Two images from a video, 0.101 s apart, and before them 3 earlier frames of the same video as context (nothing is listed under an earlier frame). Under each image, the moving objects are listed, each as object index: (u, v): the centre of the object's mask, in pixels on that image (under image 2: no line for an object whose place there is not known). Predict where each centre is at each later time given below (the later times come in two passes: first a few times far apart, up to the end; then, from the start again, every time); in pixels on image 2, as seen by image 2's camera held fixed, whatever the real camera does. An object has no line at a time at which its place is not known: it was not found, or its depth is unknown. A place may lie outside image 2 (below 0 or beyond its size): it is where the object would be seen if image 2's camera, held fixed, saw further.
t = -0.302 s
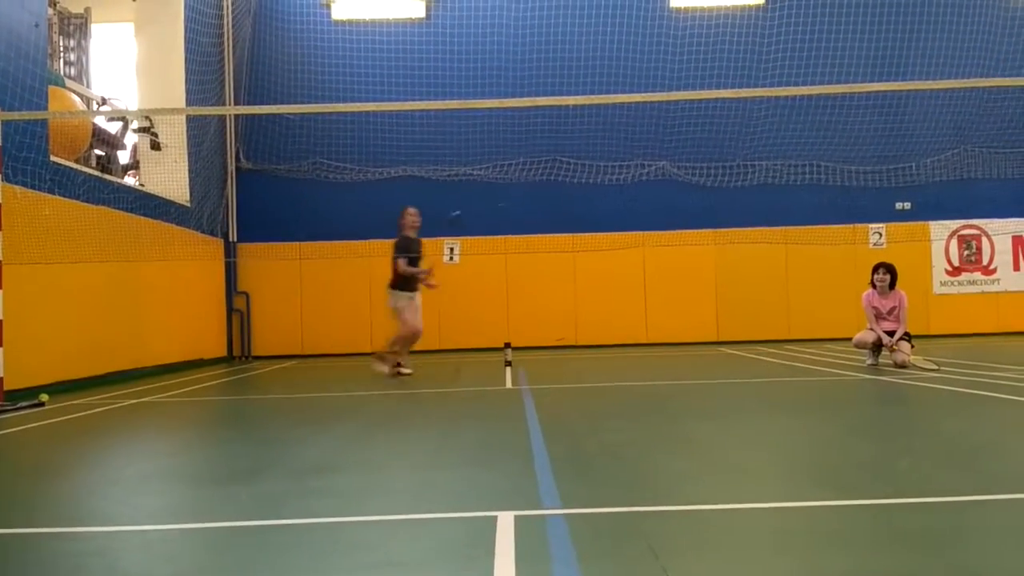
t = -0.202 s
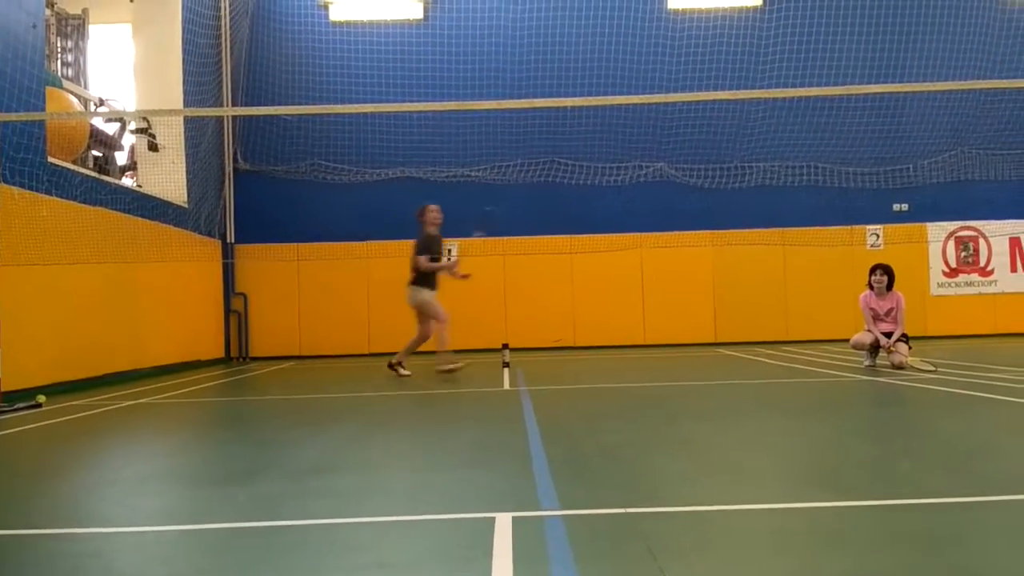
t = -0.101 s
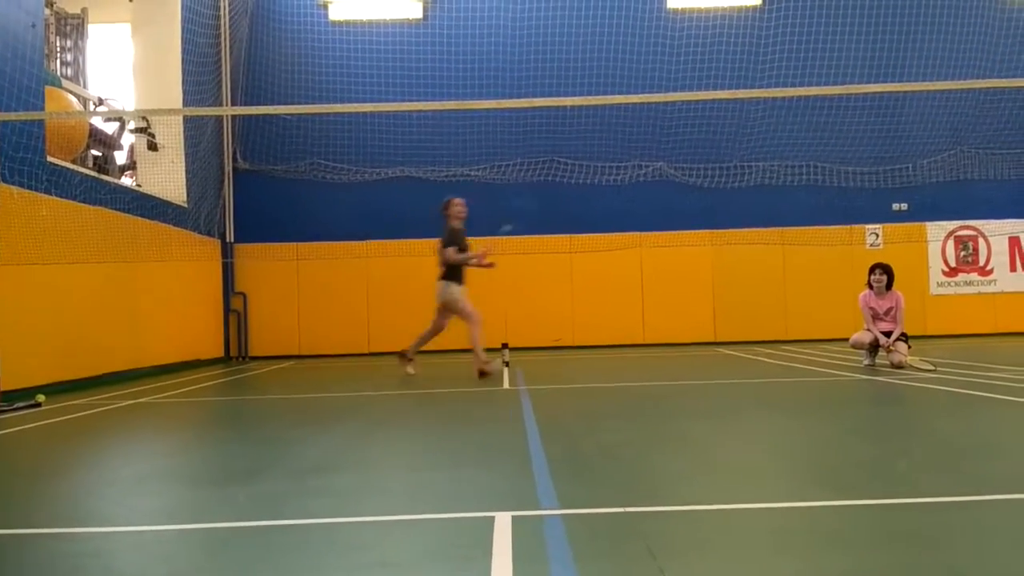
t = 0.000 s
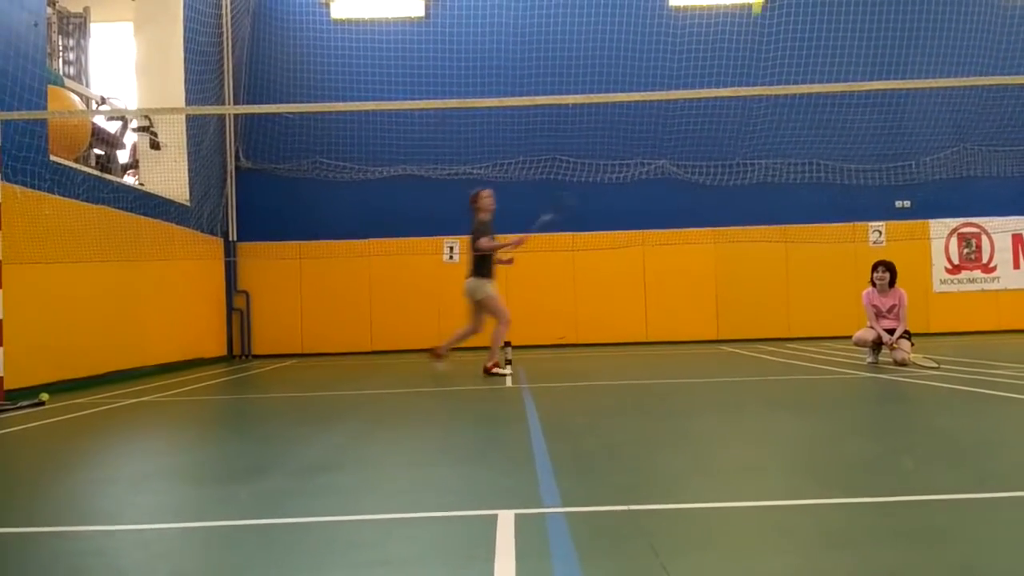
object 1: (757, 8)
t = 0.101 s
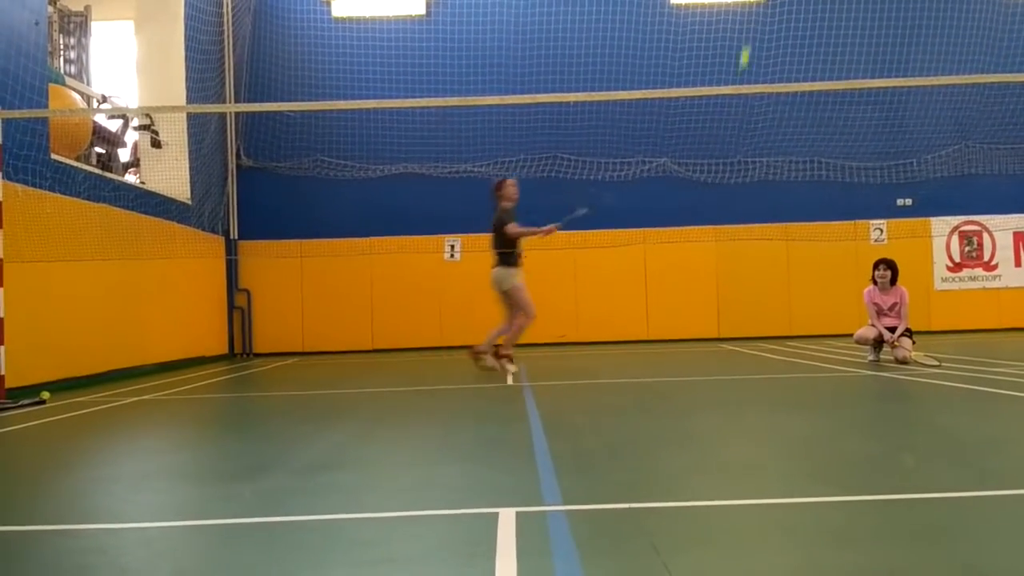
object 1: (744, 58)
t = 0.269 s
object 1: (728, 158)
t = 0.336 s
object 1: (723, 203)
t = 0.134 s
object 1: (741, 75)
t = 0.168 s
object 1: (736, 100)
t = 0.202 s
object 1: (734, 117)
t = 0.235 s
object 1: (731, 137)
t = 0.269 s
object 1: (728, 158)
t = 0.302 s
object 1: (725, 182)
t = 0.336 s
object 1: (723, 203)
